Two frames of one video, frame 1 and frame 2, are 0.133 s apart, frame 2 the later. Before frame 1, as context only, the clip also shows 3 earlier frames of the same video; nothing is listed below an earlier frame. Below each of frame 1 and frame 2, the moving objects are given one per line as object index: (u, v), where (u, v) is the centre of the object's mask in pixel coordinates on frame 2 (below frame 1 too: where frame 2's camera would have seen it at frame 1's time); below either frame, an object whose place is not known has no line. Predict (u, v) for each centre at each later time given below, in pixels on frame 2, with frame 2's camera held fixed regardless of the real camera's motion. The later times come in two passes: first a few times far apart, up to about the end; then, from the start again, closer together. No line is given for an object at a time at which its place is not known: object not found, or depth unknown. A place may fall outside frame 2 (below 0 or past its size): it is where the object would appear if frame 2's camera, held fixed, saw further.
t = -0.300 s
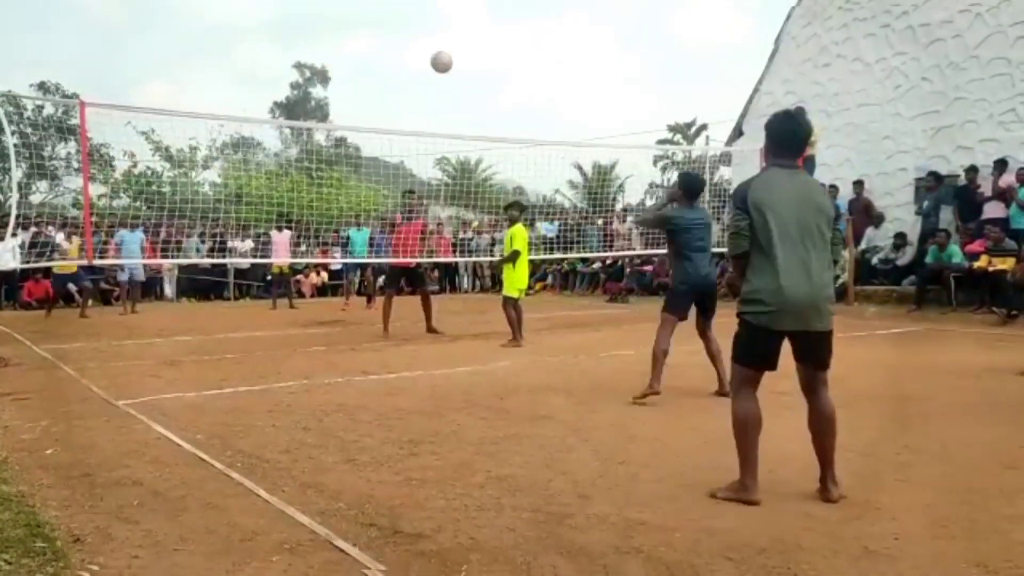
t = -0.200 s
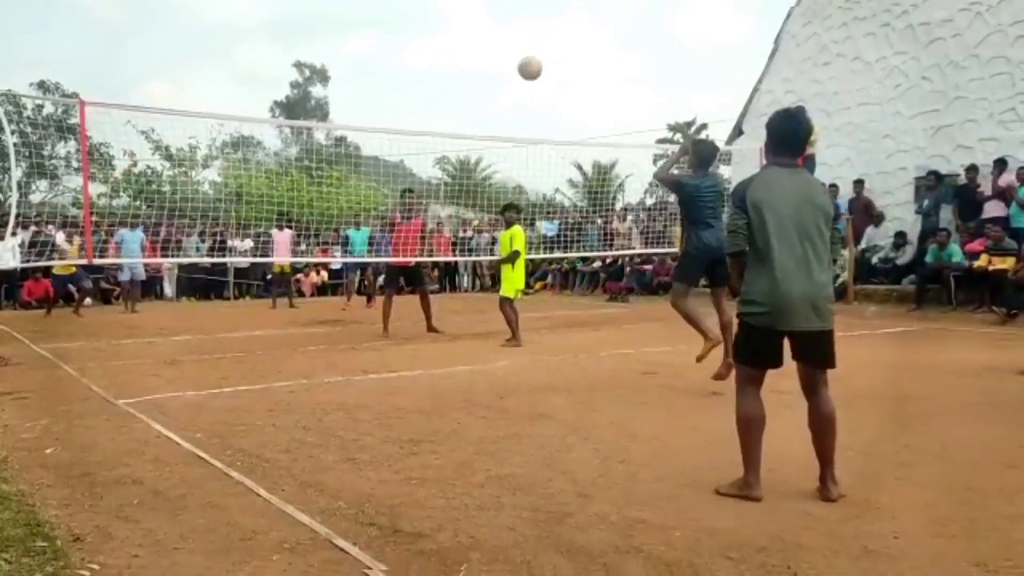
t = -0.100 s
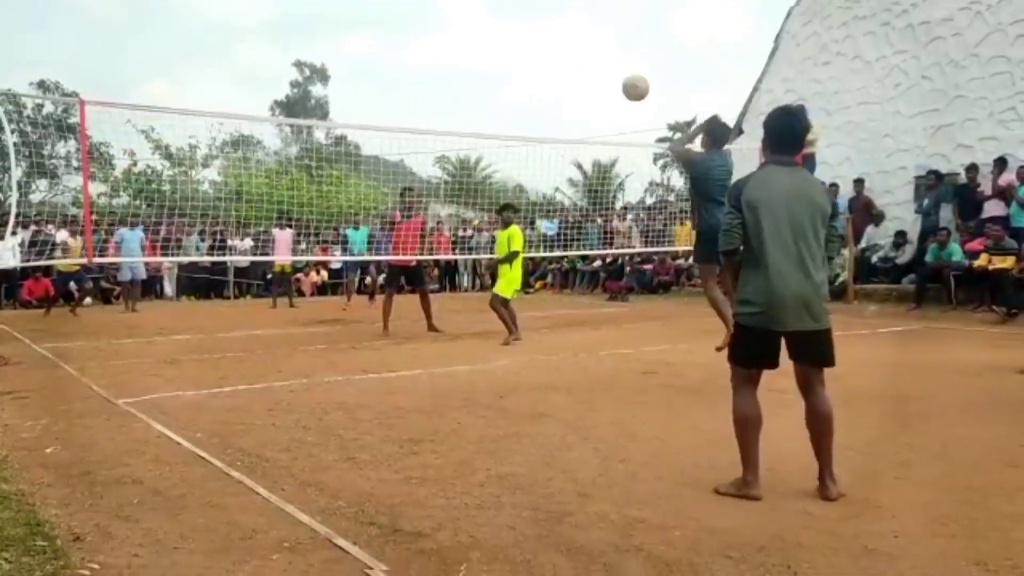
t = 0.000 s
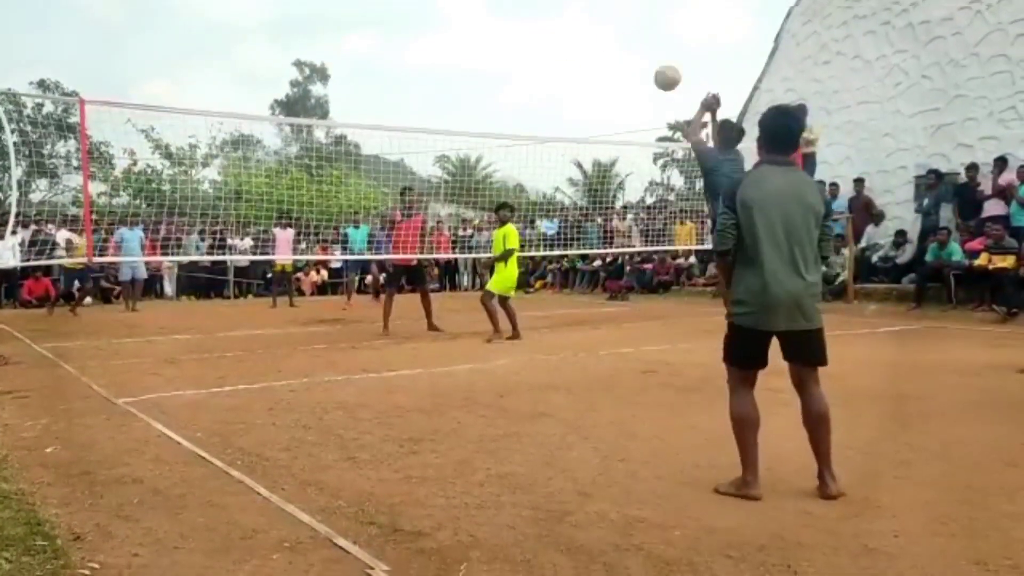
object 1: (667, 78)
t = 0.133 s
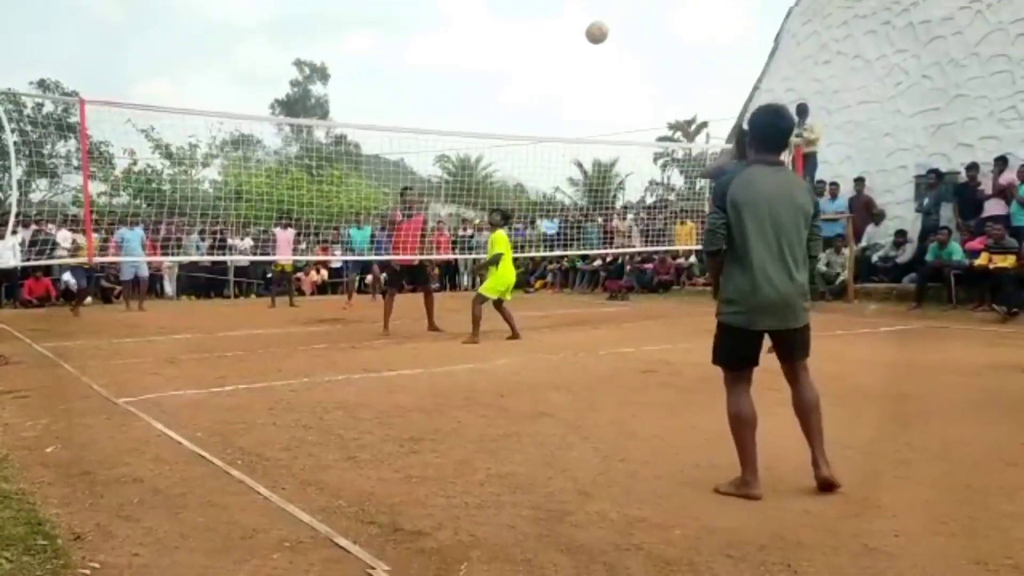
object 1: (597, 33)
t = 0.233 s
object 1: (555, 15)
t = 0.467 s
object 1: (480, 20)
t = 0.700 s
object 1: (430, 58)
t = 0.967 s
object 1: (391, 122)
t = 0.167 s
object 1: (582, 26)
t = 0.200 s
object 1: (568, 21)
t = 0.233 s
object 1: (555, 15)
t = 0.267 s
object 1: (542, 12)
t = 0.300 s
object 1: (530, 11)
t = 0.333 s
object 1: (519, 11)
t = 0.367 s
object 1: (508, 11)
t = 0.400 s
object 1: (499, 11)
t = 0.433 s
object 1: (489, 14)
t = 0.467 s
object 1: (480, 20)
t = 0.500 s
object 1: (472, 23)
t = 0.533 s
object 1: (464, 28)
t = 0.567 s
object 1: (456, 33)
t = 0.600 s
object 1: (449, 39)
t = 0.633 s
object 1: (442, 44)
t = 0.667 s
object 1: (436, 51)
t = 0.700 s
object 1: (430, 58)
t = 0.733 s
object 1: (424, 65)
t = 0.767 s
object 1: (418, 72)
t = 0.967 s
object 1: (391, 122)
